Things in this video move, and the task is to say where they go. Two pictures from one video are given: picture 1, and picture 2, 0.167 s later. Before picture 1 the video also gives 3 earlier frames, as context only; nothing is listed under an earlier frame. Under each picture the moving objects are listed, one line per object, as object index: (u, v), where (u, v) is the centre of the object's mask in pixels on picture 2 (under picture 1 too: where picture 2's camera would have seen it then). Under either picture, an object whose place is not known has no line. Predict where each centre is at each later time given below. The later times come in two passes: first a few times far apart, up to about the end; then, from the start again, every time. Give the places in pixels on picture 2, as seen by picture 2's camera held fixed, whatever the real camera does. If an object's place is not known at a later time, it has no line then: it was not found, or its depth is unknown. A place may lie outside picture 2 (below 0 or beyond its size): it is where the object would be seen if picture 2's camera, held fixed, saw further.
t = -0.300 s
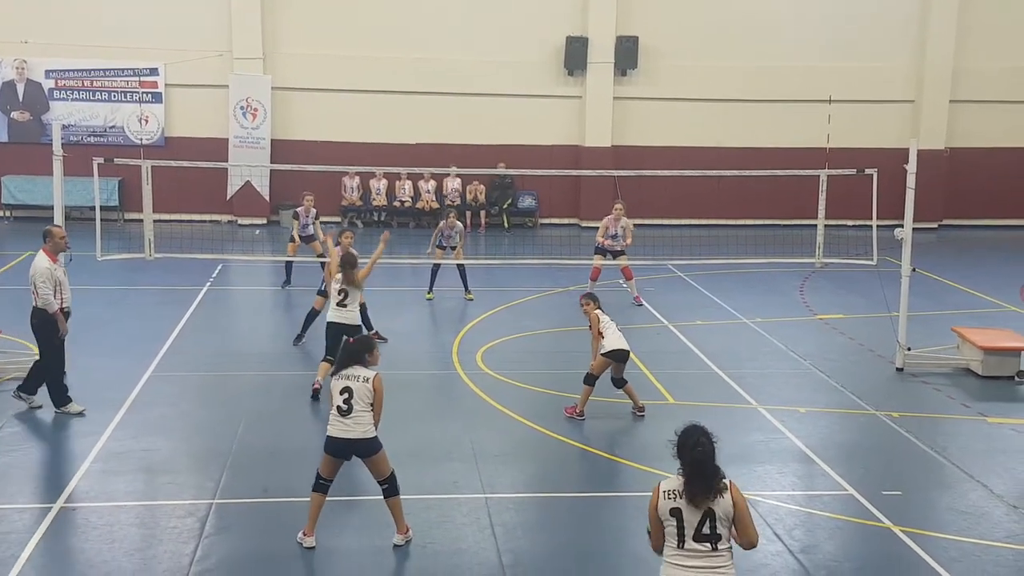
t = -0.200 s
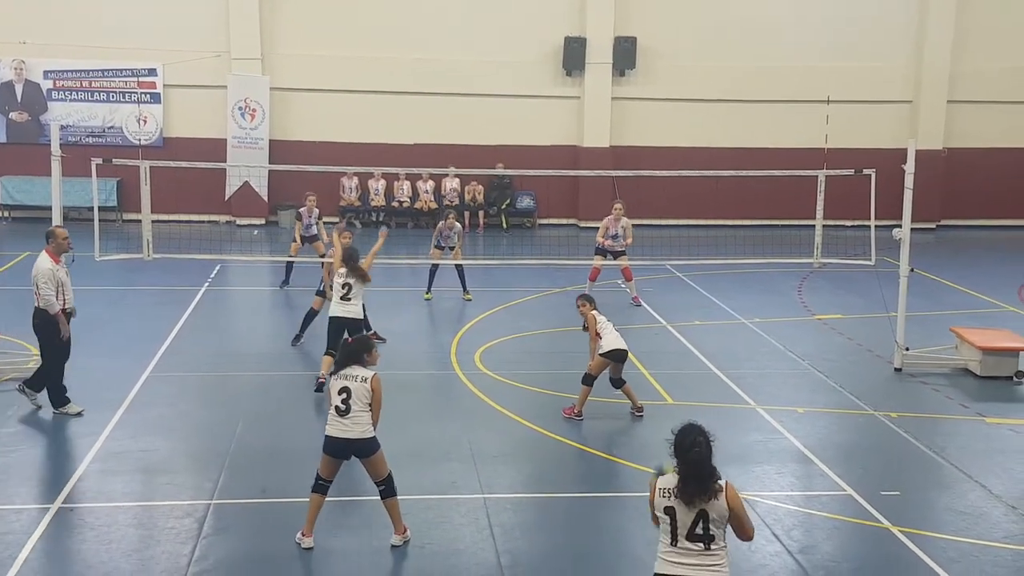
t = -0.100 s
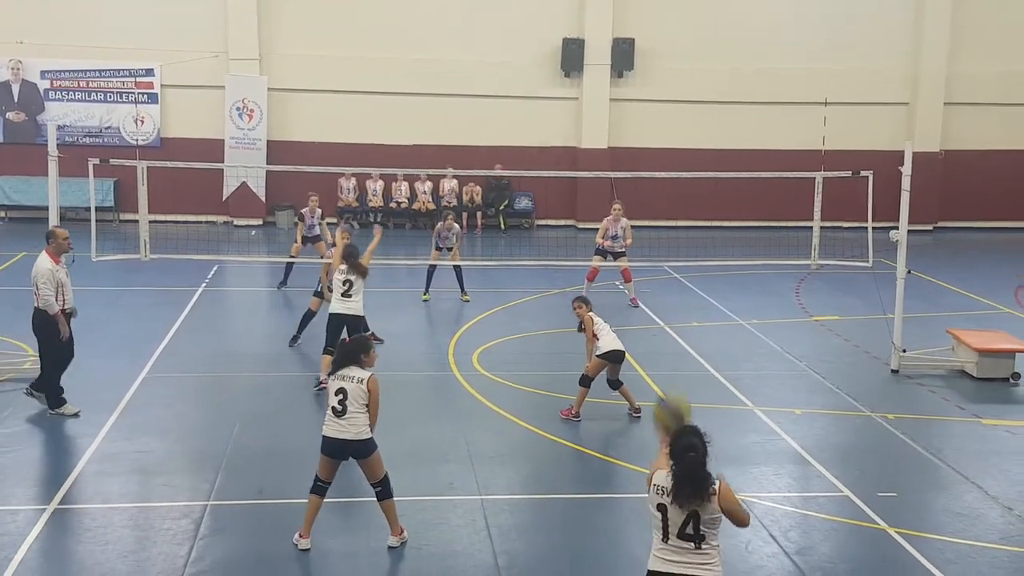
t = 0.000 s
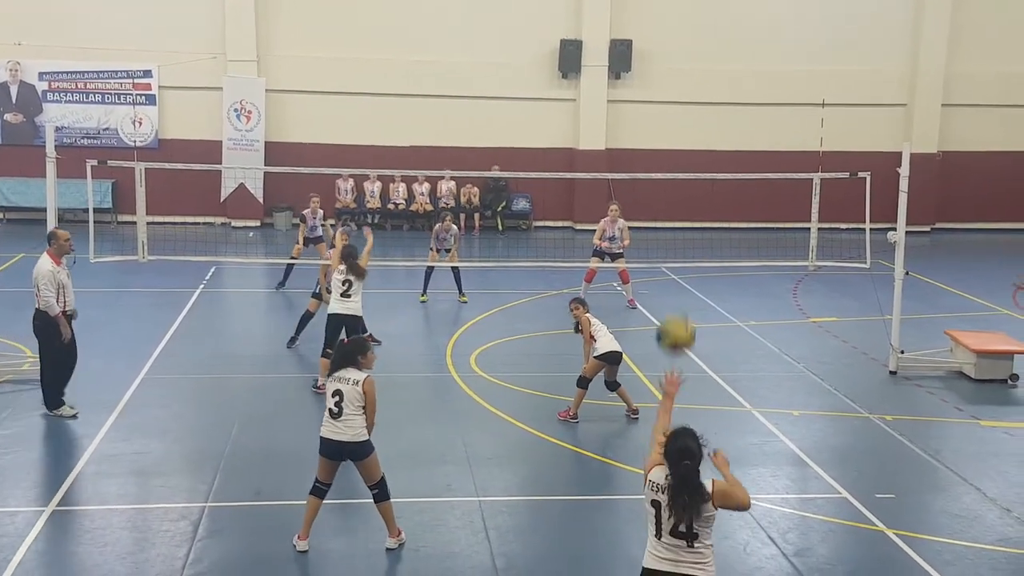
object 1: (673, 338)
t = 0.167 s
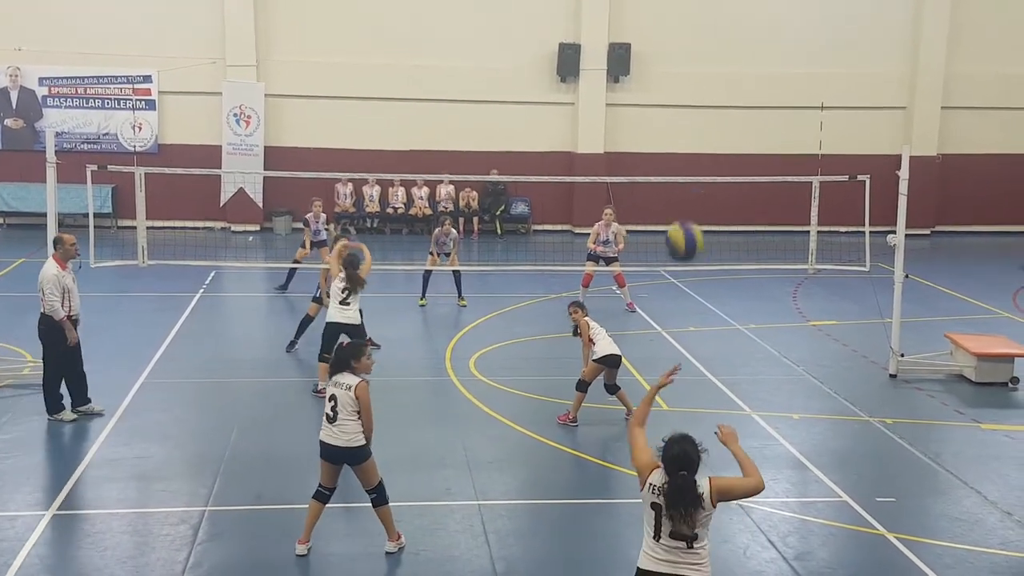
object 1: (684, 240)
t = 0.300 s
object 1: (690, 202)
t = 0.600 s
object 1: (696, 226)
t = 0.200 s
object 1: (685, 228)
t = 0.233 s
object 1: (687, 217)
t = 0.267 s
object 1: (688, 208)
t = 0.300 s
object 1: (690, 202)
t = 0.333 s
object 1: (690, 194)
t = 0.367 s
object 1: (692, 191)
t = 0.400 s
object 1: (692, 190)
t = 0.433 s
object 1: (693, 191)
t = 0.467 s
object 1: (694, 193)
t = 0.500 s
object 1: (695, 200)
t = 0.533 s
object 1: (696, 206)
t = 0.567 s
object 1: (697, 215)
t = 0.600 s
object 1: (696, 226)
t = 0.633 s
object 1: (696, 238)
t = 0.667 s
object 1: (697, 253)
